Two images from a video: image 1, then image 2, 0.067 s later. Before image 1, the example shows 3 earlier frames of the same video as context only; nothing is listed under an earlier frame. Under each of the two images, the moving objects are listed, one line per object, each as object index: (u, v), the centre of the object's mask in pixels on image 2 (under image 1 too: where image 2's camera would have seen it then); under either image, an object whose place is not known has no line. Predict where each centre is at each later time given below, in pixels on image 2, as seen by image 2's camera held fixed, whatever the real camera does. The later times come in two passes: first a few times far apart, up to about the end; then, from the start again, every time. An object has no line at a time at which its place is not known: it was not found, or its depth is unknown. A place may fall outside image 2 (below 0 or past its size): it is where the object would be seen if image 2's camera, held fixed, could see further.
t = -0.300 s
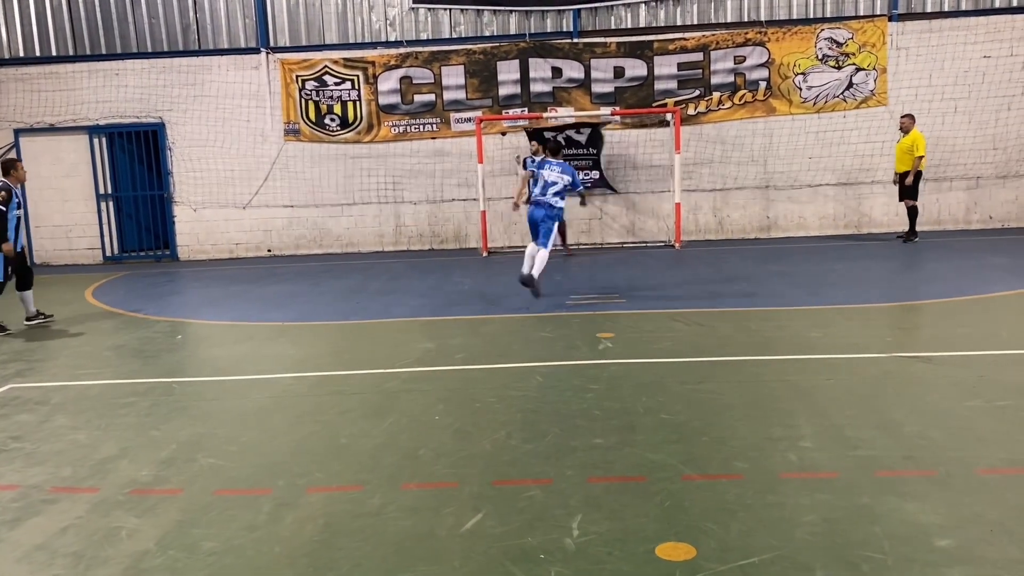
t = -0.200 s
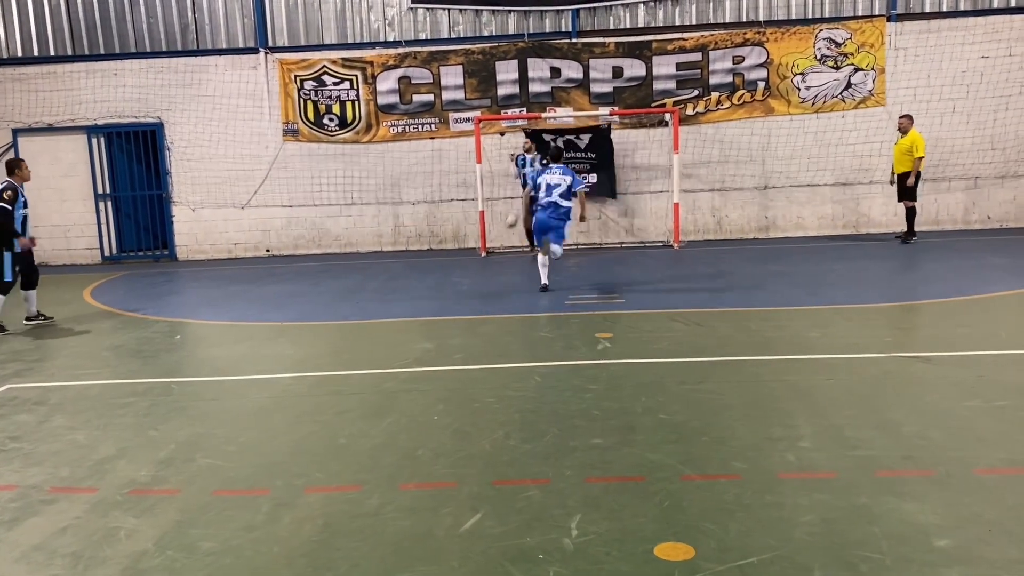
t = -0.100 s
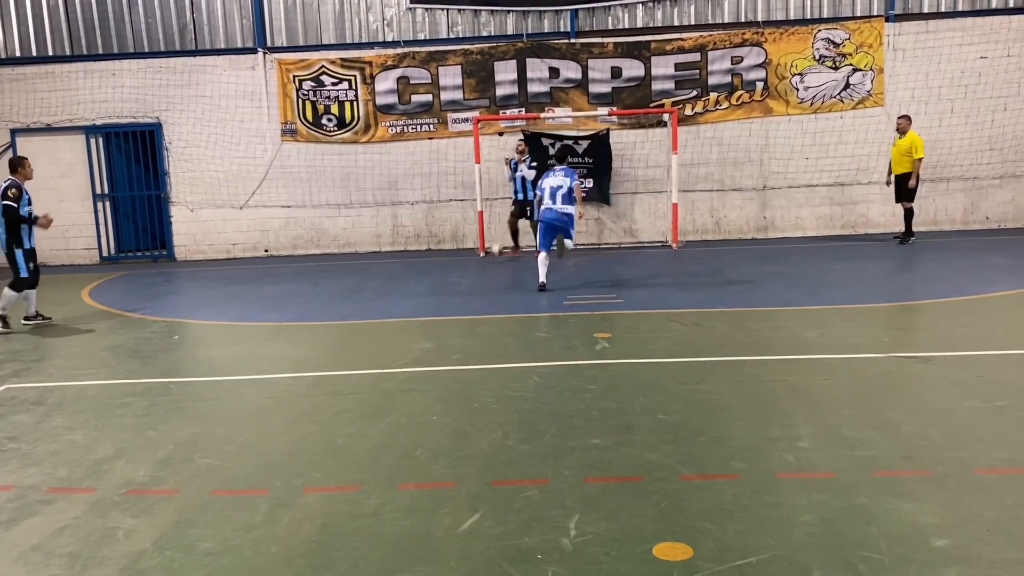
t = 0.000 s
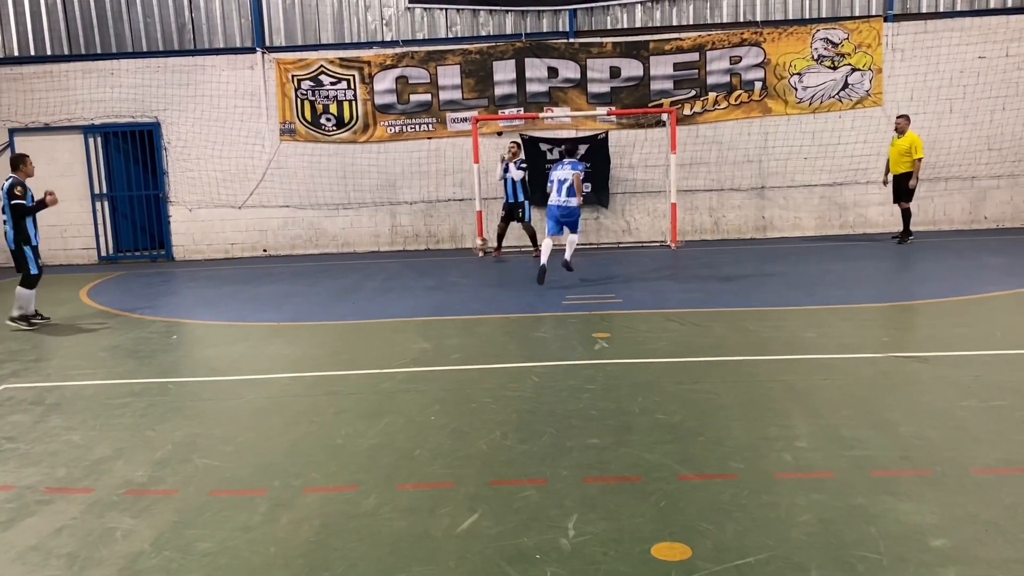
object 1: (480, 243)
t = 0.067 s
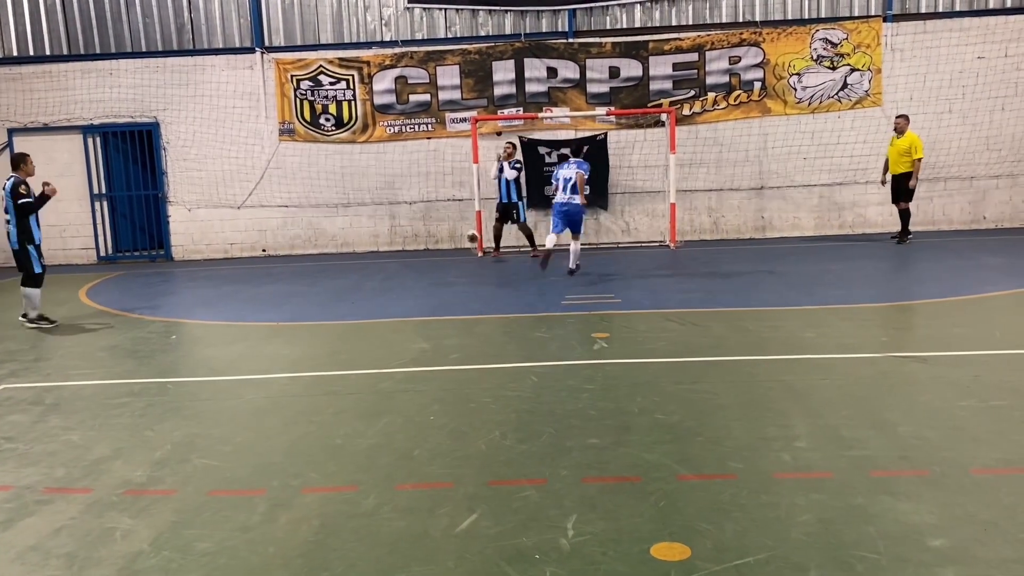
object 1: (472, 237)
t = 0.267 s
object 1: (447, 232)
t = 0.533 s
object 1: (416, 260)
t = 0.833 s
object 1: (376, 261)
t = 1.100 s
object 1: (342, 267)
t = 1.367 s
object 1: (301, 274)
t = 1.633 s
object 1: (261, 279)
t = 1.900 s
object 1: (223, 282)
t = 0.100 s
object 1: (468, 234)
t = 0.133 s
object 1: (464, 232)
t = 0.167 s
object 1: (460, 231)
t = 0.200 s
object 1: (456, 230)
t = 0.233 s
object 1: (452, 231)
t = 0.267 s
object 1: (447, 232)
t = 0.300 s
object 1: (443, 235)
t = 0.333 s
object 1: (439, 237)
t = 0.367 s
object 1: (436, 241)
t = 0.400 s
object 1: (433, 245)
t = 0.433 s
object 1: (428, 250)
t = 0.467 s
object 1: (424, 255)
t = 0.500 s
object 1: (420, 262)
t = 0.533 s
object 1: (416, 260)
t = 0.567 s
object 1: (413, 258)
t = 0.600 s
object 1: (407, 254)
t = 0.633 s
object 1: (402, 253)
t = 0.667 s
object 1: (397, 253)
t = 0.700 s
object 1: (393, 254)
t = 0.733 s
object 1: (389, 254)
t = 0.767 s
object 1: (385, 255)
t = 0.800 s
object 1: (380, 257)
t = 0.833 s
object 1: (376, 261)
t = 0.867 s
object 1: (372, 265)
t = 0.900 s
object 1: (367, 267)
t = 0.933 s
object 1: (362, 265)
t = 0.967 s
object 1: (358, 265)
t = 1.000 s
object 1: (353, 264)
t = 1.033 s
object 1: (349, 265)
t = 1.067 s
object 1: (344, 266)
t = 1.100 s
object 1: (342, 267)
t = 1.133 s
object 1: (335, 271)
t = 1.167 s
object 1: (330, 271)
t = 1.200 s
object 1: (325, 270)
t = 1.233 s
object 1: (320, 271)
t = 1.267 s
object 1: (315, 273)
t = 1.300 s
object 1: (310, 274)
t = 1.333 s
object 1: (306, 273)
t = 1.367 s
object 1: (301, 274)
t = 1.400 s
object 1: (296, 274)
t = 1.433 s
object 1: (291, 275)
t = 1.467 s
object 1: (286, 276)
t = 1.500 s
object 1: (281, 276)
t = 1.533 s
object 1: (276, 277)
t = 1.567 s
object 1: (271, 278)
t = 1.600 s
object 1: (266, 278)
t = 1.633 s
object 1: (261, 279)
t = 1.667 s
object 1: (256, 279)
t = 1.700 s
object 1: (251, 280)
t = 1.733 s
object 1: (246, 280)
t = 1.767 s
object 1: (241, 280)
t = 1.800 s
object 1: (235, 281)
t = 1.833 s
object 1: (232, 282)
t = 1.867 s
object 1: (226, 282)
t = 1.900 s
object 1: (223, 282)
